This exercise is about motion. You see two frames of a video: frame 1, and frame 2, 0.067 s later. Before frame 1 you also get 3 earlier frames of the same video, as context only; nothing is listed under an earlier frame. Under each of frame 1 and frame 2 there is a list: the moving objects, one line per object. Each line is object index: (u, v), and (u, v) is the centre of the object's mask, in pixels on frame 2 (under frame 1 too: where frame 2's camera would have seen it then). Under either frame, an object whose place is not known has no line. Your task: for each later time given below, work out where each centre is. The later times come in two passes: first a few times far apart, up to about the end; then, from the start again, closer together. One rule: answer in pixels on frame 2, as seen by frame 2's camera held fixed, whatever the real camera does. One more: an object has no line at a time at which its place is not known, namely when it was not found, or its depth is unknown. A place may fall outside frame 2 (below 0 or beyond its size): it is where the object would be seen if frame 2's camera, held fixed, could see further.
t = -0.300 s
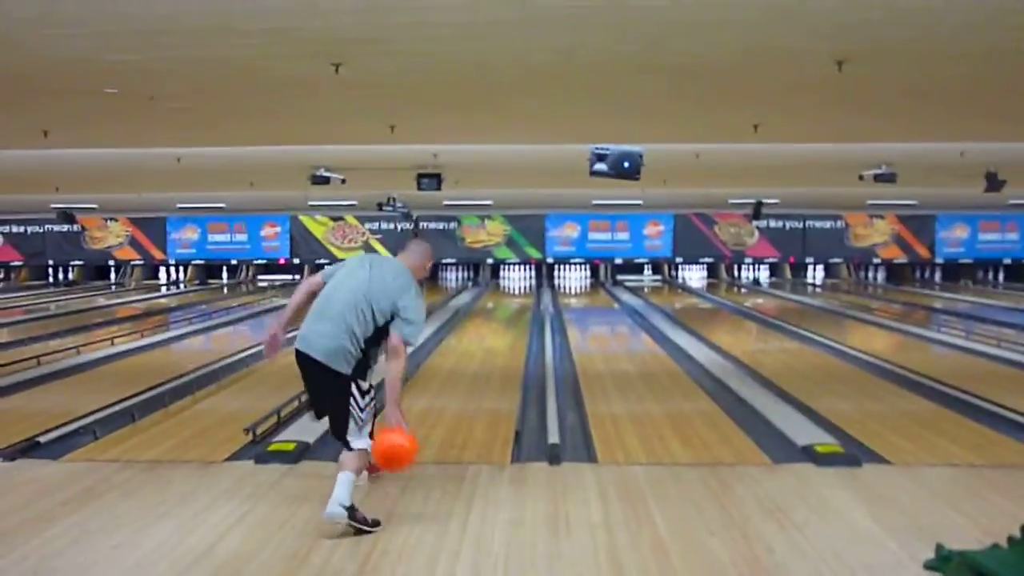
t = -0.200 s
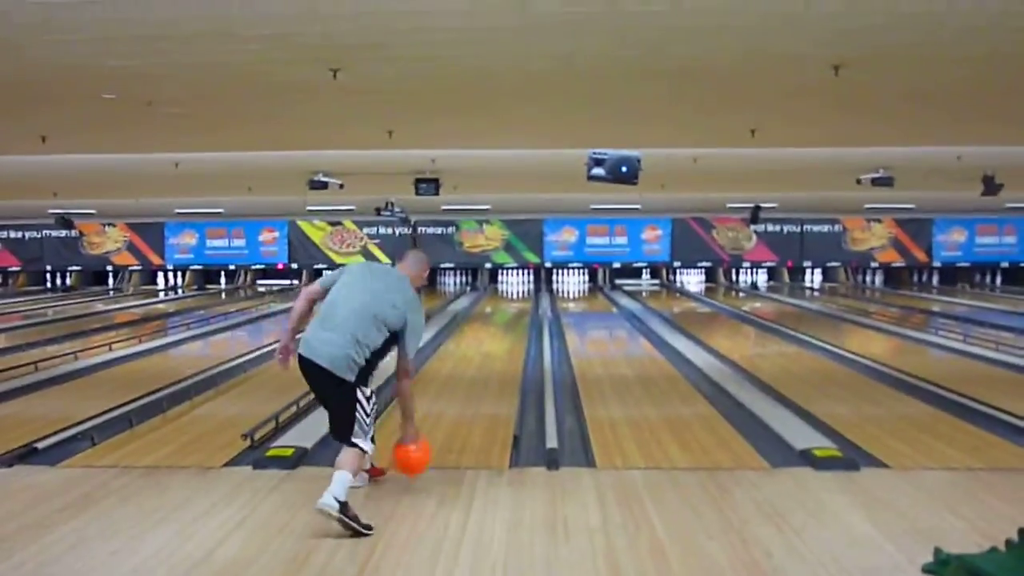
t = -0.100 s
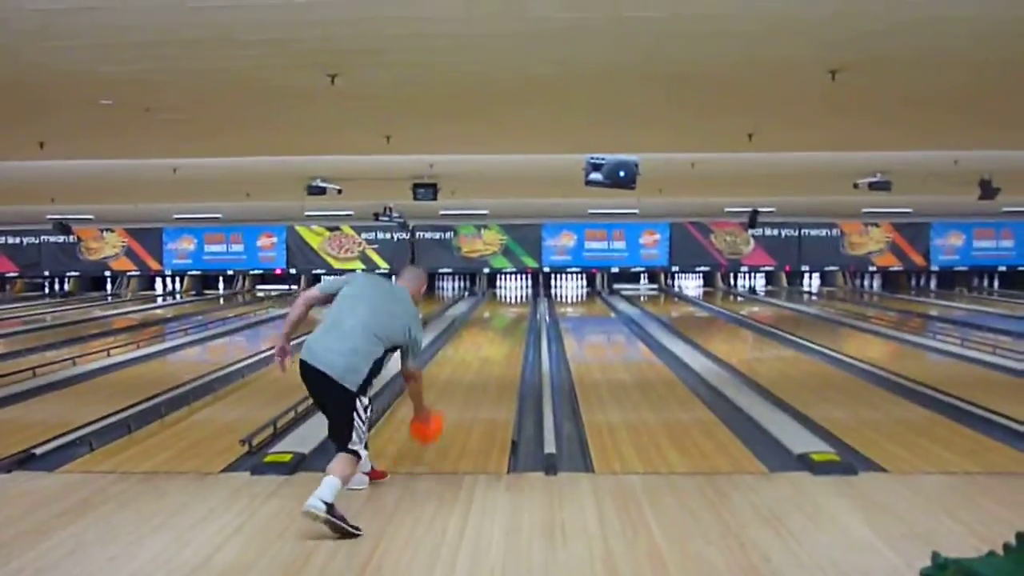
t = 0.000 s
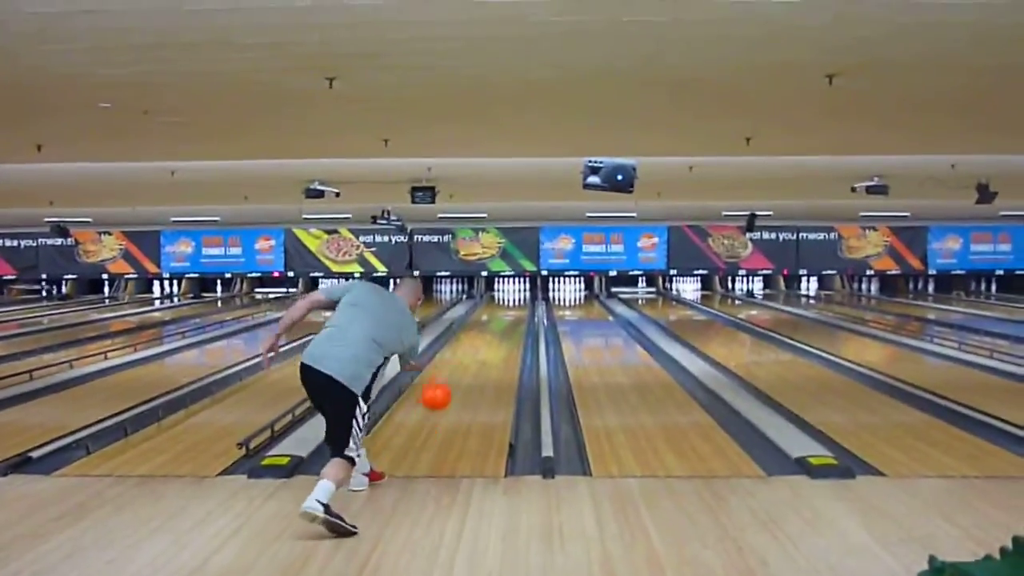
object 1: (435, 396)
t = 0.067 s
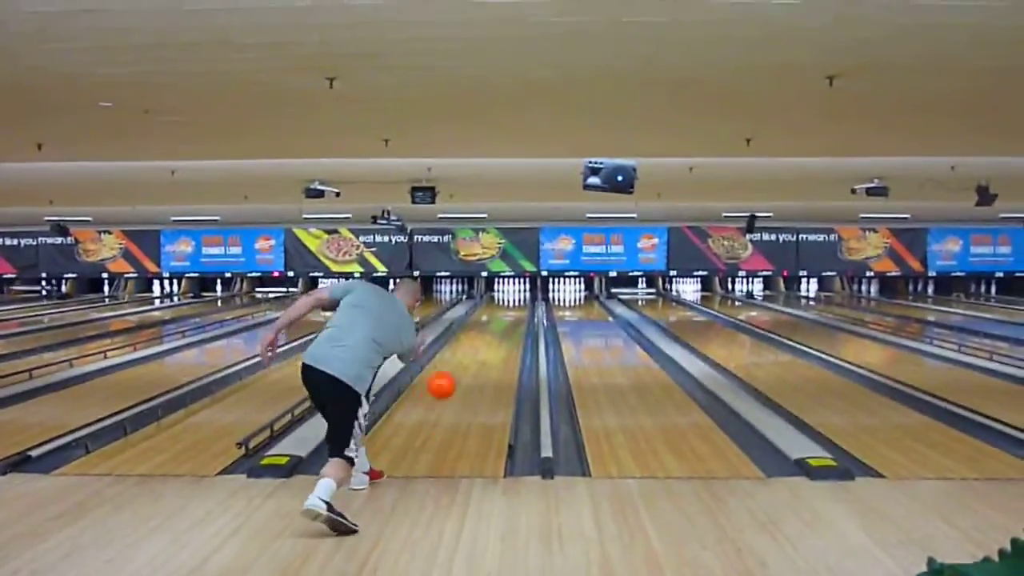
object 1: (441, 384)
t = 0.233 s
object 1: (455, 383)
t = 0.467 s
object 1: (468, 364)
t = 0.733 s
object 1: (479, 344)
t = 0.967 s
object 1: (487, 332)
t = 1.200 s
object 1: (493, 323)
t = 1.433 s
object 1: (497, 315)
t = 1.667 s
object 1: (499, 308)
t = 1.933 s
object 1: (502, 303)
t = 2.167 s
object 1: (505, 299)
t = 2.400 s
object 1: (508, 297)
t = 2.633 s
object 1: (509, 294)
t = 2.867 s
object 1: (512, 290)
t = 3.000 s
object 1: (513, 289)
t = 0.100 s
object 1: (444, 382)
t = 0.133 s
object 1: (447, 380)
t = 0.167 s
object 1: (450, 380)
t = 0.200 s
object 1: (452, 382)
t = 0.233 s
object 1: (455, 383)
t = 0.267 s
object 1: (456, 383)
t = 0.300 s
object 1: (459, 378)
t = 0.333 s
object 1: (461, 373)
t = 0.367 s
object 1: (463, 370)
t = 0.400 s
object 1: (464, 368)
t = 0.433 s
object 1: (467, 366)
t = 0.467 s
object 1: (468, 364)
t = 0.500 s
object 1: (470, 361)
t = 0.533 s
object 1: (471, 358)
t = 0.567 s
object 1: (473, 355)
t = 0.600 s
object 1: (474, 352)
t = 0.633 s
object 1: (475, 351)
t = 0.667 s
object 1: (477, 348)
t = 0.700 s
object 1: (477, 346)
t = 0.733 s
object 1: (479, 344)
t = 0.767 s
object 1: (481, 342)
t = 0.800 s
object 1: (482, 340)
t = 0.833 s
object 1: (483, 338)
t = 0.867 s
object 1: (483, 336)
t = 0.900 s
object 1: (485, 335)
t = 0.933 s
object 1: (486, 334)
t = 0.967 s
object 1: (487, 332)
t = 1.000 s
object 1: (487, 331)
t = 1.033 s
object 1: (489, 330)
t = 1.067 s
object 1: (490, 328)
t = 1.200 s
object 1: (493, 323)
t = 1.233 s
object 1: (493, 321)
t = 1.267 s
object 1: (494, 320)
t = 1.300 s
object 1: (495, 319)
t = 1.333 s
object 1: (494, 319)
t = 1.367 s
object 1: (495, 319)
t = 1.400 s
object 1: (495, 318)
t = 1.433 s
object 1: (497, 315)
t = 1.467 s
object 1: (497, 314)
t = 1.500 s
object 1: (498, 312)
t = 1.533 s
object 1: (498, 312)
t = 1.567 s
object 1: (499, 310)
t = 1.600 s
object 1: (499, 309)
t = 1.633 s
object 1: (499, 309)
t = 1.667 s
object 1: (499, 308)
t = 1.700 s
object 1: (499, 308)
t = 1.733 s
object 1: (500, 307)
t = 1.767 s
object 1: (501, 306)
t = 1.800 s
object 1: (502, 305)
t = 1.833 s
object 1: (502, 304)
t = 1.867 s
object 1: (502, 304)
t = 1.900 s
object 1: (502, 304)
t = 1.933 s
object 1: (502, 303)
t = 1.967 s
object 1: (502, 303)
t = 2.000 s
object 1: (503, 302)
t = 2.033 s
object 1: (503, 302)
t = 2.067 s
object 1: (503, 301)
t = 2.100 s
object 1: (503, 301)
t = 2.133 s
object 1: (504, 300)
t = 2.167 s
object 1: (505, 299)
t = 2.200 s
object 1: (506, 299)
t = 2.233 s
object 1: (506, 298)
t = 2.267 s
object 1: (507, 298)
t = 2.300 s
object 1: (507, 297)
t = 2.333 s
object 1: (507, 297)
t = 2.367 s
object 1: (508, 297)
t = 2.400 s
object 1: (508, 297)
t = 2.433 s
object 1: (509, 296)
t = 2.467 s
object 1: (509, 296)
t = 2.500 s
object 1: (509, 295)
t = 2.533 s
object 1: (509, 295)
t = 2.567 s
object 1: (509, 295)
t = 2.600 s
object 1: (509, 294)
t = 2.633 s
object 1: (509, 294)
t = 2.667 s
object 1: (511, 294)
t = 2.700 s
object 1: (511, 294)
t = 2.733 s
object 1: (512, 293)
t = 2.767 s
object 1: (512, 293)
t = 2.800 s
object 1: (512, 292)
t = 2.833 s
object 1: (512, 292)
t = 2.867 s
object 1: (512, 290)
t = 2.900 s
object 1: (512, 290)
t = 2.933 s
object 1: (512, 289)
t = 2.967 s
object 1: (512, 288)
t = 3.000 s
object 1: (513, 289)
